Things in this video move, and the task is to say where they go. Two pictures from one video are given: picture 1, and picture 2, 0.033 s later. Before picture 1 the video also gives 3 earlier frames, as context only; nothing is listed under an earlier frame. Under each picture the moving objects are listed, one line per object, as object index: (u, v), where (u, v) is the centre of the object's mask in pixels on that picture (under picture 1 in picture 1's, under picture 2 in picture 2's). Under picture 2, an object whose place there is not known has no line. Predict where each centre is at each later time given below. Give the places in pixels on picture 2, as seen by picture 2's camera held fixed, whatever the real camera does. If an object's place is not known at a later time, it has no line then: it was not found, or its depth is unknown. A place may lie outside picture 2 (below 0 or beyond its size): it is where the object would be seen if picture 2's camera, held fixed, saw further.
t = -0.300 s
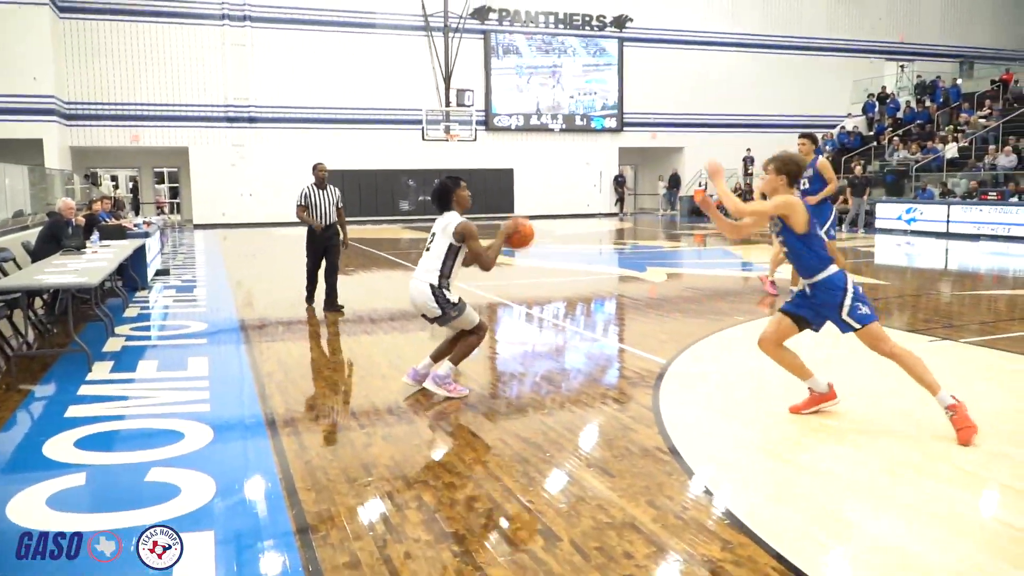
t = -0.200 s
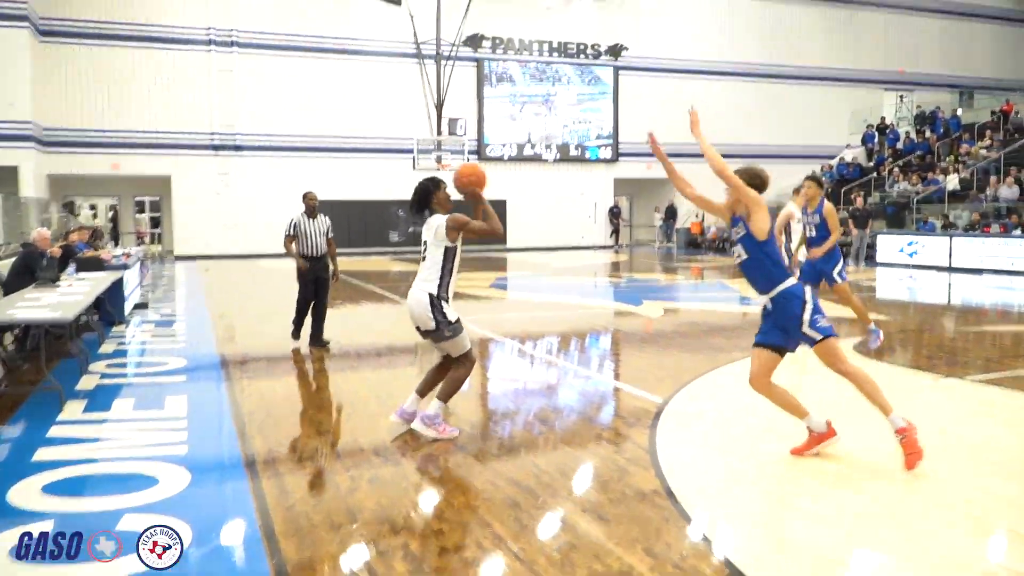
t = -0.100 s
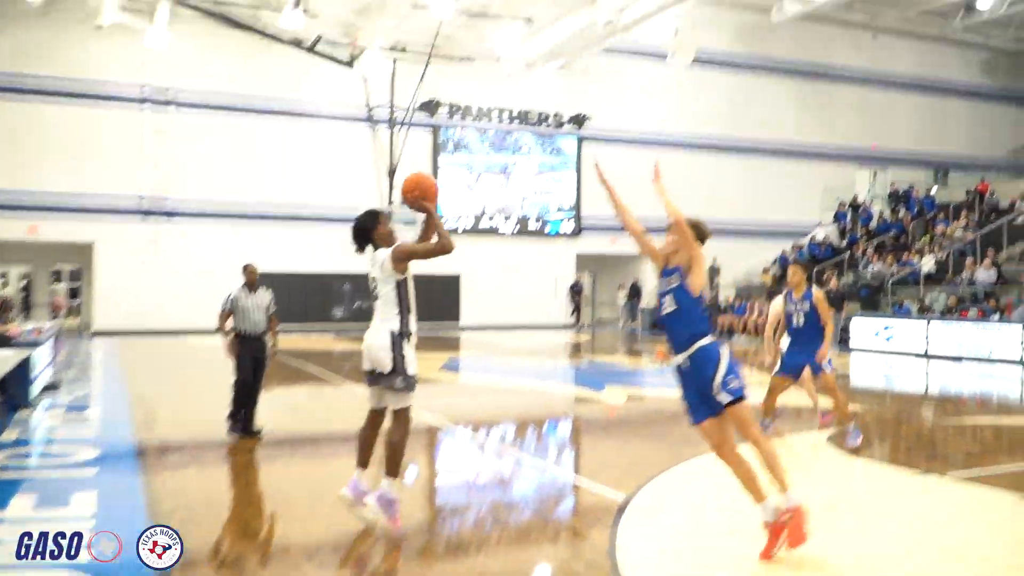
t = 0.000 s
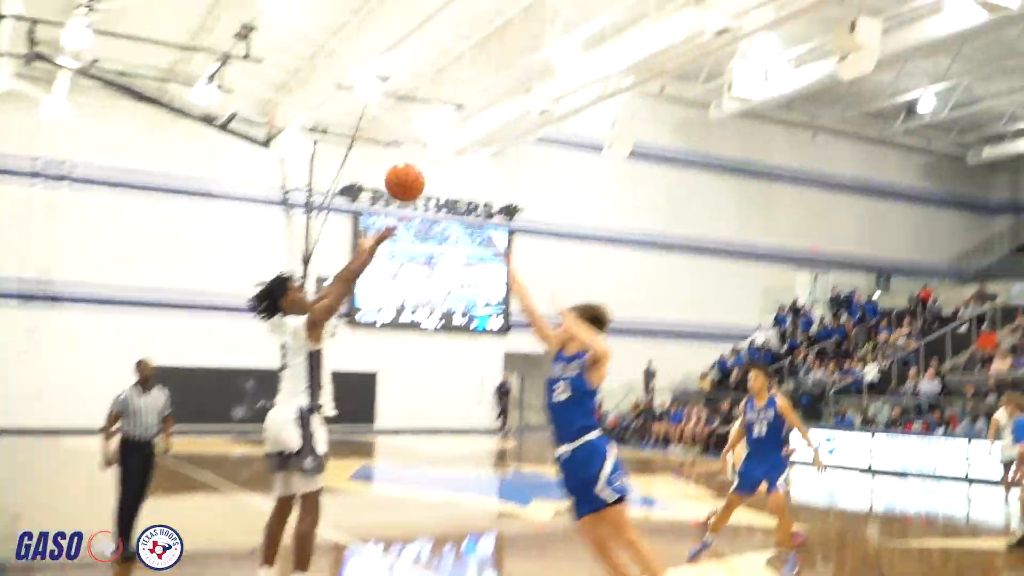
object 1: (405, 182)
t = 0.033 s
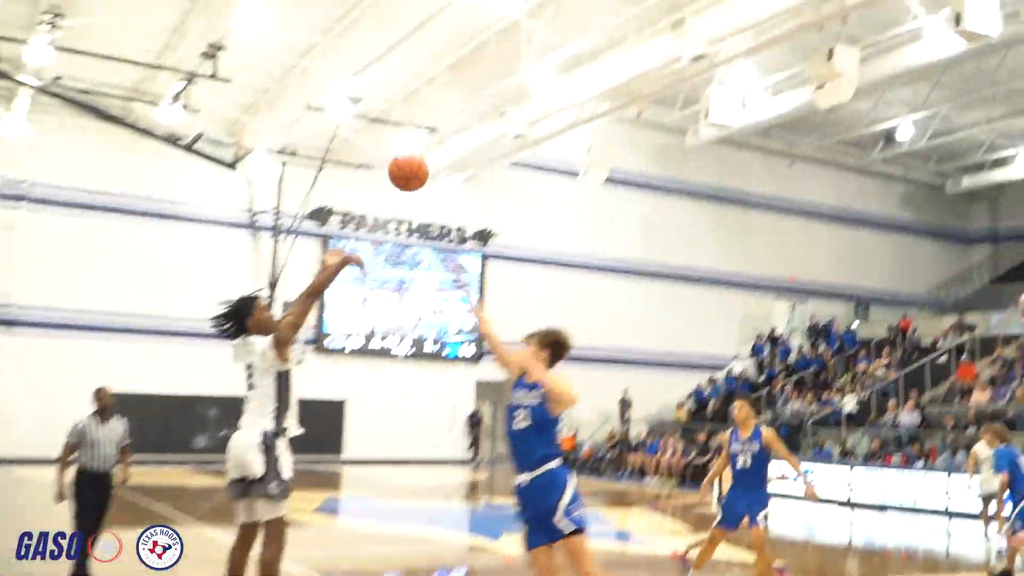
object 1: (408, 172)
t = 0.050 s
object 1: (429, 156)
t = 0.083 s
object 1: (460, 126)
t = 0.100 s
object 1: (478, 112)
